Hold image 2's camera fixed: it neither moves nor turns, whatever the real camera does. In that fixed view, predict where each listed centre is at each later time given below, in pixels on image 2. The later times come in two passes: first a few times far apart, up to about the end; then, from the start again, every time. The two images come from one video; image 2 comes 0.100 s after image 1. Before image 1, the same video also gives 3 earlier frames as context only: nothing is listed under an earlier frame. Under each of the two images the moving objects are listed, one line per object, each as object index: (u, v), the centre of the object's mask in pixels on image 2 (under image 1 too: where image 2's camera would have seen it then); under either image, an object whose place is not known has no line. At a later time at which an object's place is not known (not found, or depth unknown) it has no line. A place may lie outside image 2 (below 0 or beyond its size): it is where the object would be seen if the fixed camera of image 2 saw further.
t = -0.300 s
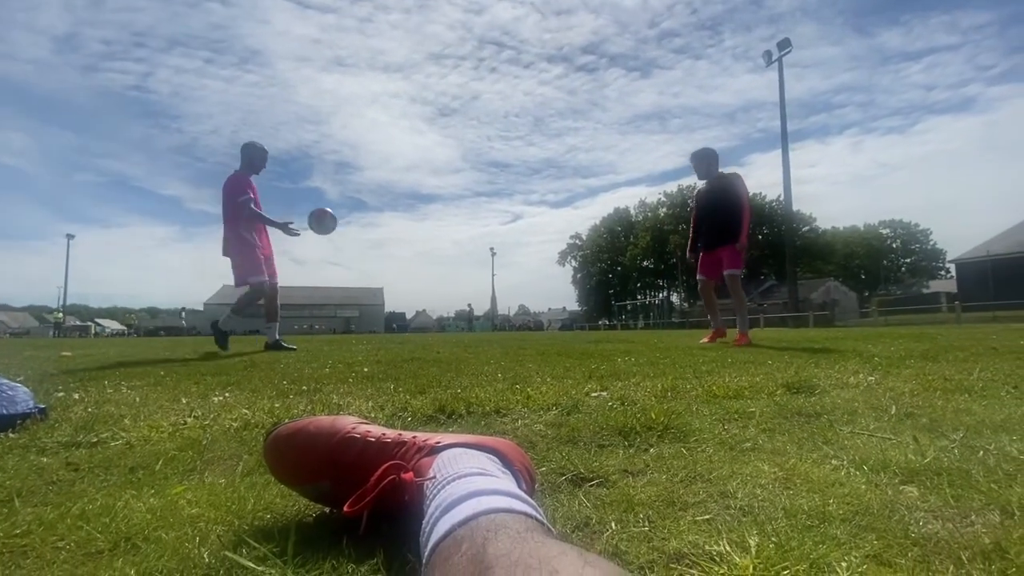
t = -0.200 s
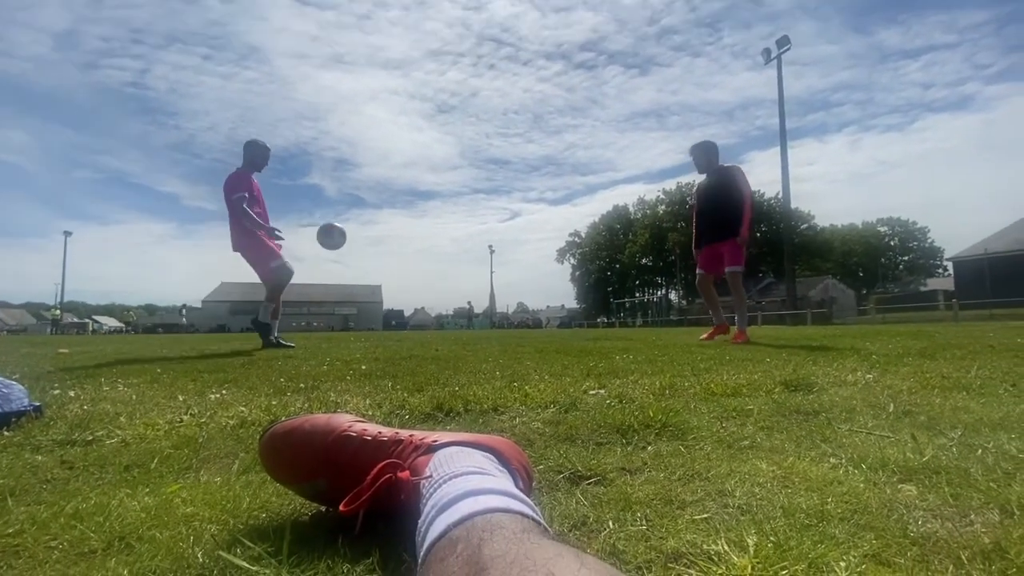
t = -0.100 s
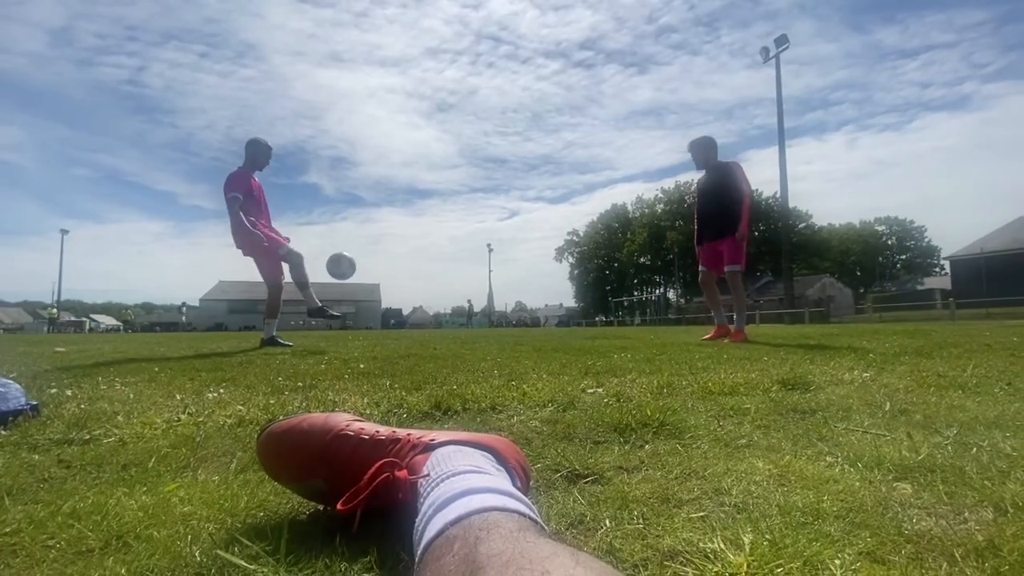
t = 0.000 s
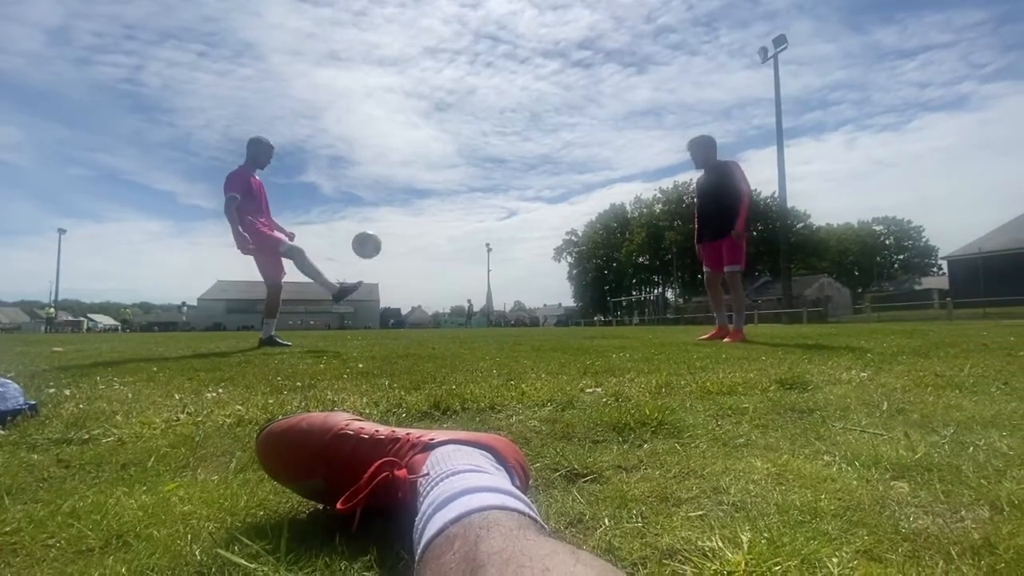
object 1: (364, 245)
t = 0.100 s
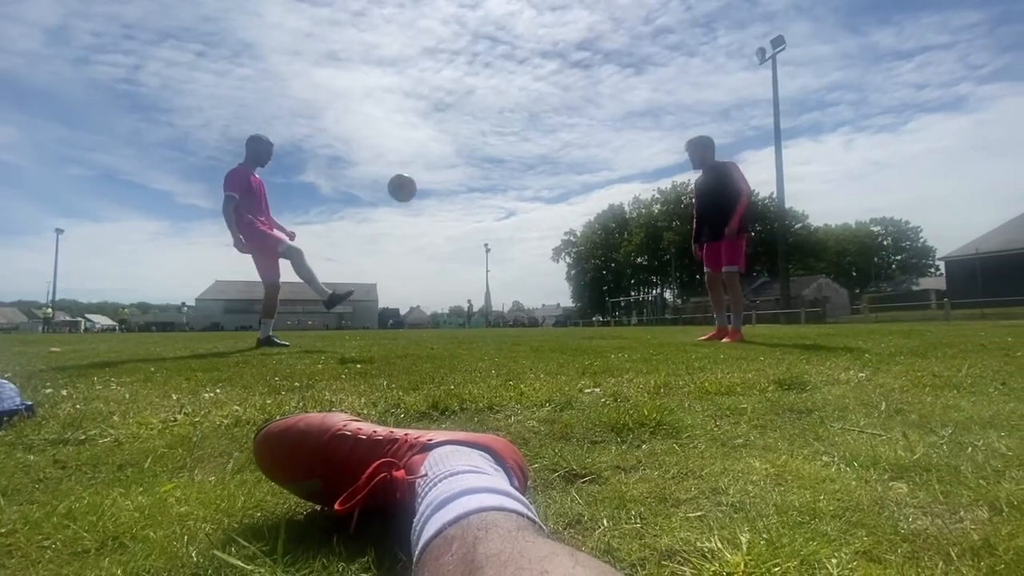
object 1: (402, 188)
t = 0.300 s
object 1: (475, 110)
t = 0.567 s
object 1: (574, 83)
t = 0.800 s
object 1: (662, 132)
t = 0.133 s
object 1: (414, 171)
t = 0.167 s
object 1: (427, 156)
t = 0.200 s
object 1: (439, 143)
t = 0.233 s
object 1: (451, 131)
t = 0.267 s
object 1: (463, 120)
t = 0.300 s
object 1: (475, 110)
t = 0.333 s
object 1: (488, 102)
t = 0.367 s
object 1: (500, 95)
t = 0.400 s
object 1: (512, 90)
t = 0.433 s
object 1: (524, 86)
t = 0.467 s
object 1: (536, 83)
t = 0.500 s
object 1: (549, 82)
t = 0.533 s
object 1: (561, 82)
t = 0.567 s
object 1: (574, 83)
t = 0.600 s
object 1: (586, 86)
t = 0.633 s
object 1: (599, 90)
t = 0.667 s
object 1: (611, 96)
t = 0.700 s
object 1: (624, 103)
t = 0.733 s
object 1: (636, 111)
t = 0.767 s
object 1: (649, 121)
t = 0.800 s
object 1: (662, 132)
